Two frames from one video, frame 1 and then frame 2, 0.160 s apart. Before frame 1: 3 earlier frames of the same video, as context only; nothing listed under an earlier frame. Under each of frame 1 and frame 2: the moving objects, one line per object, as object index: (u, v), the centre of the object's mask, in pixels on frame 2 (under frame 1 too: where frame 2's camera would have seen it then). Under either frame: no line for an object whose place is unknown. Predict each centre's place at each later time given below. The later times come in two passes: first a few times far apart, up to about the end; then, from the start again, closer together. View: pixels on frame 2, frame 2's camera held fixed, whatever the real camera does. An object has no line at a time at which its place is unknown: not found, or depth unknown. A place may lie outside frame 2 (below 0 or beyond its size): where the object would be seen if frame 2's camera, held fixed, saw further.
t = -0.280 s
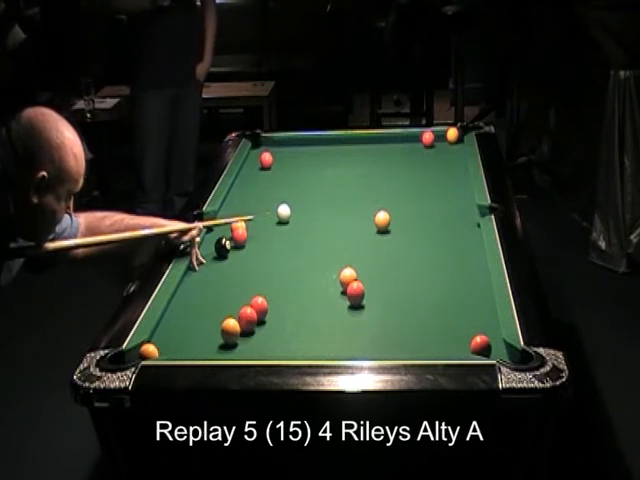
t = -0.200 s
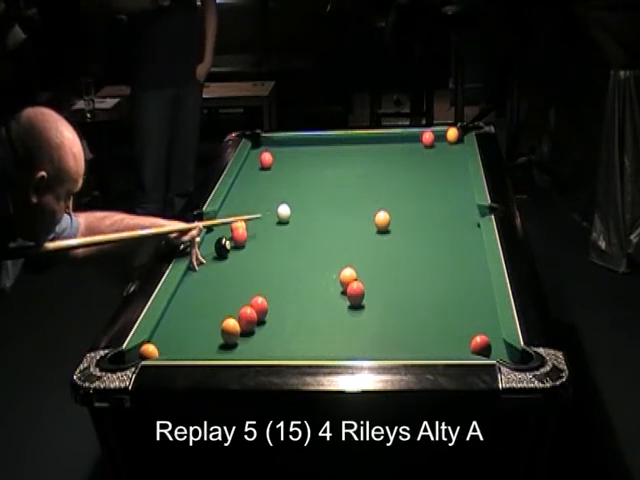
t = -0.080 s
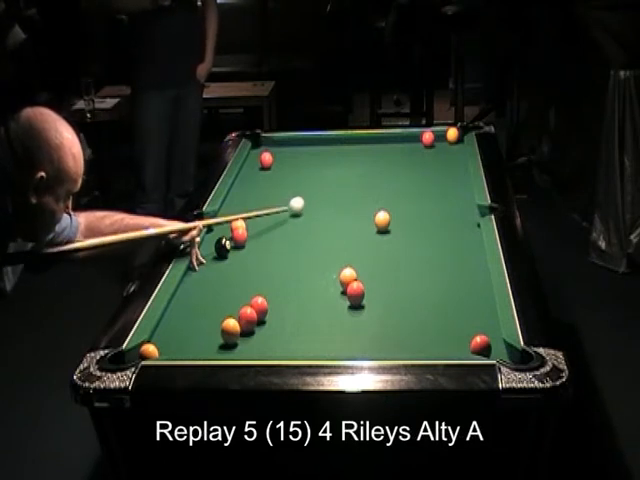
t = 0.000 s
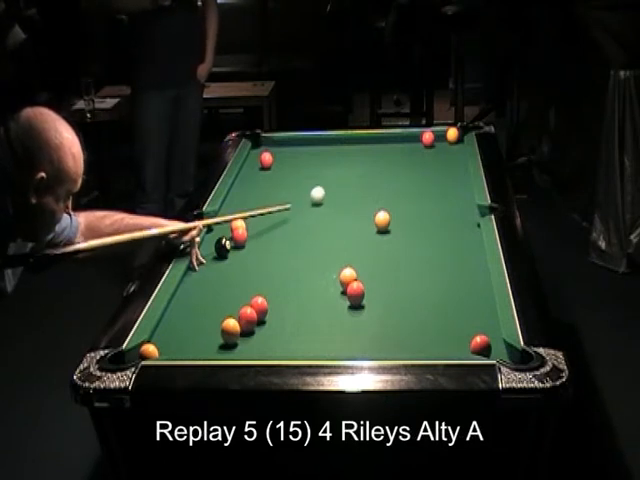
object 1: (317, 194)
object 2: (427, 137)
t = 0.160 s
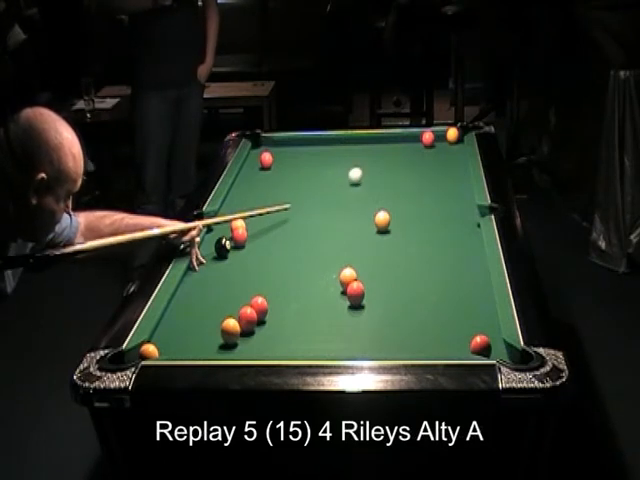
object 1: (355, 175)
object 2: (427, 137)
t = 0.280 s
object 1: (381, 162)
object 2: (427, 137)
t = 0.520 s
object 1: (419, 142)
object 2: (433, 134)
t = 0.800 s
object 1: (418, 137)
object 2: (456, 145)
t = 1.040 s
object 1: (421, 139)
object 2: (449, 154)
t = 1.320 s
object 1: (422, 143)
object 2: (436, 165)
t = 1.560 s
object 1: (424, 145)
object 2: (425, 175)
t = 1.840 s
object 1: (426, 148)
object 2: (413, 186)
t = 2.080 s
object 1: (426, 150)
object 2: (402, 196)
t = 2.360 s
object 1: (427, 151)
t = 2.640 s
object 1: (427, 152)
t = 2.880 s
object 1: (427, 152)
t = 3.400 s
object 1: (427, 152)
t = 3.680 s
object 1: (427, 153)
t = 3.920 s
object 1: (427, 153)
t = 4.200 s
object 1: (427, 153)
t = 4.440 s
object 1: (427, 153)
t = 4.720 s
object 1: (427, 153)
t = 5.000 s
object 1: (427, 153)
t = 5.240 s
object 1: (427, 153)
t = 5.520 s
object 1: (427, 153)
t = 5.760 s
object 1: (427, 153)
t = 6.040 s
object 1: (427, 153)
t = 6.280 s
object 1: (427, 153)
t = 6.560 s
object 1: (427, 153)
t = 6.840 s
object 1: (427, 153)
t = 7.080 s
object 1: (427, 153)
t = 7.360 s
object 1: (427, 153)
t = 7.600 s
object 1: (427, 153)
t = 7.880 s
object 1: (427, 153)
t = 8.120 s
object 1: (427, 153)
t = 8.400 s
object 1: (427, 153)
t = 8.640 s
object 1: (427, 153)
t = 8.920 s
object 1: (427, 153)
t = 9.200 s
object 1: (427, 153)
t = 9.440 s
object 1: (427, 153)
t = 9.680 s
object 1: (427, 153)
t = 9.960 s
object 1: (427, 153)
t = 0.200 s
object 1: (364, 170)
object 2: (427, 137)
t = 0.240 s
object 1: (372, 166)
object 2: (427, 137)
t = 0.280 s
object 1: (381, 162)
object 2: (427, 137)
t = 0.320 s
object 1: (389, 157)
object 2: (427, 137)
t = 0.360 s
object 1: (397, 153)
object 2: (427, 137)
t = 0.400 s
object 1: (404, 149)
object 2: (427, 137)
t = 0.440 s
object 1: (412, 145)
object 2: (427, 137)
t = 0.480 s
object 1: (418, 142)
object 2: (428, 137)
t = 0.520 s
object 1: (419, 142)
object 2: (433, 134)
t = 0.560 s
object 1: (418, 141)
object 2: (437, 135)
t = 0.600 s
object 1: (417, 140)
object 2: (440, 137)
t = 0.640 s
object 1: (417, 140)
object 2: (442, 139)
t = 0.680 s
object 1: (418, 139)
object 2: (446, 141)
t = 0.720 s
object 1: (418, 138)
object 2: (449, 143)
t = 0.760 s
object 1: (418, 138)
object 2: (453, 144)
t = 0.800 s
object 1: (418, 137)
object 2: (456, 145)
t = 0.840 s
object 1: (419, 137)
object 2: (458, 146)
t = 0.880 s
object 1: (419, 137)
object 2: (457, 148)
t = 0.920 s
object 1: (419, 138)
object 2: (455, 149)
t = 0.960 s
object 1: (420, 138)
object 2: (453, 150)
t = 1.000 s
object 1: (420, 139)
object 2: (451, 152)
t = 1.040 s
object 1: (421, 139)
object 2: (449, 154)
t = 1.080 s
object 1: (421, 140)
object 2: (448, 155)
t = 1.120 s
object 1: (421, 140)
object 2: (446, 157)
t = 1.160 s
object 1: (421, 141)
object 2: (444, 158)
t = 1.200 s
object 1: (422, 141)
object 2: (442, 160)
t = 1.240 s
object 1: (422, 142)
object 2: (440, 161)
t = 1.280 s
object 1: (422, 143)
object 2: (438, 164)
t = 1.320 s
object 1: (422, 143)
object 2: (436, 165)
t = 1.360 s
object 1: (423, 144)
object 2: (435, 167)
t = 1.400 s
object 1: (423, 144)
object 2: (433, 168)
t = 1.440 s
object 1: (423, 144)
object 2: (431, 170)
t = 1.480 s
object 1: (423, 145)
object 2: (429, 171)
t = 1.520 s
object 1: (424, 145)
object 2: (427, 173)
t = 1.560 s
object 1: (424, 145)
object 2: (425, 175)
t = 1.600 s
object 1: (424, 146)
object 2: (424, 177)
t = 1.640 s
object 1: (424, 146)
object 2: (422, 178)
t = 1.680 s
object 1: (425, 147)
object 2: (420, 180)
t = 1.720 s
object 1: (425, 147)
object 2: (418, 181)
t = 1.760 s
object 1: (425, 147)
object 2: (416, 183)
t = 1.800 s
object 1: (425, 147)
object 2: (414, 184)
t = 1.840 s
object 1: (426, 148)
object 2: (413, 186)
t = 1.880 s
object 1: (425, 148)
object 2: (411, 188)
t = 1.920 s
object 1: (426, 149)
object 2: (409, 189)
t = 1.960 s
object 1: (426, 149)
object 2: (407, 191)
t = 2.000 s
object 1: (426, 149)
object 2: (405, 193)
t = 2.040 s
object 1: (426, 149)
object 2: (403, 194)
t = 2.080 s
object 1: (426, 150)
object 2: (402, 196)
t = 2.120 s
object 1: (426, 150)
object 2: (400, 198)
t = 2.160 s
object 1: (427, 150)
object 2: (398, 199)
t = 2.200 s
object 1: (427, 150)
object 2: (396, 201)
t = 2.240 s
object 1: (427, 151)
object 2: (395, 203)
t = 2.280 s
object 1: (427, 151)
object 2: (393, 204)
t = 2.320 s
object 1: (427, 151)
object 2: (392, 206)
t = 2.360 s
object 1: (427, 151)
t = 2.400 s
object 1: (427, 151)
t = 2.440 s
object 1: (427, 151)
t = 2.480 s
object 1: (427, 152)
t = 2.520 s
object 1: (427, 152)
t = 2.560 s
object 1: (427, 152)
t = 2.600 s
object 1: (427, 152)
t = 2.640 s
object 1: (427, 152)
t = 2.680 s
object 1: (427, 152)
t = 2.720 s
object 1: (427, 152)
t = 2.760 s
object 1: (427, 152)
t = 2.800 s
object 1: (427, 152)
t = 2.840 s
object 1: (427, 152)
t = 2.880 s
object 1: (427, 152)
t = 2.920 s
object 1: (427, 152)
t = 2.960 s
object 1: (427, 153)
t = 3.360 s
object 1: (427, 152)
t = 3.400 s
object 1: (427, 152)
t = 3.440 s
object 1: (427, 153)
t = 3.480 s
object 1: (427, 152)
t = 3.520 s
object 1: (427, 153)
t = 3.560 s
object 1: (427, 153)
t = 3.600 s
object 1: (427, 153)
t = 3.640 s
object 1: (427, 153)
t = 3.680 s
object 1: (427, 153)
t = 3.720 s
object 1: (427, 153)
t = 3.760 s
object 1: (427, 153)
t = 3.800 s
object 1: (427, 152)
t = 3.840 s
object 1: (427, 153)
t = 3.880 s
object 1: (427, 153)
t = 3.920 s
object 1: (427, 153)
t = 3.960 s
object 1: (427, 153)
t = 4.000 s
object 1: (427, 153)
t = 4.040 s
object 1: (427, 153)
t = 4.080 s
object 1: (427, 153)
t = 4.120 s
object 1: (427, 153)
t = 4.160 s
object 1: (427, 153)
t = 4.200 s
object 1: (427, 153)
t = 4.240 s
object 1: (427, 153)
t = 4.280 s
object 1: (427, 153)
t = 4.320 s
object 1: (427, 153)
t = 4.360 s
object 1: (427, 153)
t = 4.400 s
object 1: (427, 153)
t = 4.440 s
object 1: (427, 153)
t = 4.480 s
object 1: (427, 153)
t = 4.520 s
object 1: (427, 153)
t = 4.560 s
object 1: (427, 153)
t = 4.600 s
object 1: (427, 153)
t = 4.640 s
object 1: (427, 153)
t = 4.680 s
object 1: (427, 153)
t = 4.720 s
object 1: (427, 153)
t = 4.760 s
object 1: (427, 153)
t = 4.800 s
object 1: (427, 153)
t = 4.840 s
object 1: (427, 153)
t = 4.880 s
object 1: (427, 153)
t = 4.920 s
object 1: (427, 153)
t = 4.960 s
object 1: (427, 153)
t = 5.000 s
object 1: (427, 153)
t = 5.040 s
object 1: (427, 153)
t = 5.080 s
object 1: (427, 153)
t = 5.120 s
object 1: (427, 153)
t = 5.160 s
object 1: (427, 153)
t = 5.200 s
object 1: (427, 153)
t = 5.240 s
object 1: (427, 153)
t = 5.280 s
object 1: (427, 153)
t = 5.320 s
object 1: (427, 153)
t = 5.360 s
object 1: (427, 153)
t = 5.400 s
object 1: (427, 153)
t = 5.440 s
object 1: (427, 153)
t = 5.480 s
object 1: (427, 153)
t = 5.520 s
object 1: (427, 153)
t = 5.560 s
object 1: (427, 153)
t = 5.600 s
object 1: (427, 153)
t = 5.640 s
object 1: (427, 153)
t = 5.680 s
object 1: (427, 153)
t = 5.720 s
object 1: (427, 153)
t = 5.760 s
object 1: (427, 153)
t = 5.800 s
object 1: (427, 153)
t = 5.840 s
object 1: (427, 153)
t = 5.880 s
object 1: (427, 153)
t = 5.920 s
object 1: (427, 153)
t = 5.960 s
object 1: (427, 153)
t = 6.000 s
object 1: (427, 153)
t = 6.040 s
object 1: (427, 153)
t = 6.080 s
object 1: (427, 153)
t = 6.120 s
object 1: (427, 153)
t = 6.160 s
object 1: (427, 153)
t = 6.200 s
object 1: (427, 153)
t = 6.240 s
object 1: (427, 153)
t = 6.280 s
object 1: (427, 153)
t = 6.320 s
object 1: (427, 153)
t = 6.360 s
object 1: (427, 153)
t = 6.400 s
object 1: (427, 153)
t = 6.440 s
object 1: (427, 153)
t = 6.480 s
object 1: (427, 153)
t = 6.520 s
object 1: (427, 153)
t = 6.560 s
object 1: (427, 153)
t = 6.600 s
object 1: (427, 153)
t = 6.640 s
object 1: (427, 153)
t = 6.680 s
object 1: (427, 153)
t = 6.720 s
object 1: (427, 153)
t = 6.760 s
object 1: (427, 153)
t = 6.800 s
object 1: (427, 153)
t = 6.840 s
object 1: (427, 153)
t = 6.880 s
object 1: (427, 153)
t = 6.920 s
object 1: (427, 153)
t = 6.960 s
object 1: (427, 153)
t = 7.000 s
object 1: (427, 153)
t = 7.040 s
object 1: (427, 153)
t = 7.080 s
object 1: (427, 153)
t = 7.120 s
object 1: (427, 153)
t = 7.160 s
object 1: (427, 153)
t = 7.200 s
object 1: (427, 153)
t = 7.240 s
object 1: (427, 153)
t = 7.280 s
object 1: (427, 153)
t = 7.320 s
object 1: (427, 153)
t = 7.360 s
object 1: (427, 153)
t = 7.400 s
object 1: (427, 153)
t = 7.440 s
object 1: (427, 153)
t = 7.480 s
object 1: (427, 153)
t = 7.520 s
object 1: (427, 153)
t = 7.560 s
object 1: (427, 153)
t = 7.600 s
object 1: (427, 153)
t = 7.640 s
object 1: (427, 153)
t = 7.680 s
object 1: (427, 153)
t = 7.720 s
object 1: (427, 153)
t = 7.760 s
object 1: (427, 153)
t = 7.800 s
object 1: (427, 153)
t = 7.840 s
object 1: (427, 153)
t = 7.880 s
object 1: (427, 153)
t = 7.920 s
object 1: (427, 153)
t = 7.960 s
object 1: (427, 153)
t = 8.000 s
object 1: (427, 153)
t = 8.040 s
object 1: (427, 153)
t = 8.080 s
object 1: (427, 153)
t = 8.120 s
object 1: (427, 153)
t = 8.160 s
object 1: (427, 153)
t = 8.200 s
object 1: (427, 153)
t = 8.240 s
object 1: (427, 153)
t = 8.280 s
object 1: (427, 153)
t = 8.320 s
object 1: (427, 153)
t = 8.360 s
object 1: (427, 153)
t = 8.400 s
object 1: (427, 153)
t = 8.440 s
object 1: (427, 153)
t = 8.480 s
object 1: (427, 153)
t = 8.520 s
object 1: (427, 153)
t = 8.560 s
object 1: (427, 153)
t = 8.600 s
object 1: (427, 153)
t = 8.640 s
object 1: (427, 153)
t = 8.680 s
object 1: (427, 153)
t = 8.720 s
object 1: (427, 153)
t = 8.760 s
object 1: (427, 153)
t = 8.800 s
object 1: (427, 153)
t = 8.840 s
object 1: (427, 153)
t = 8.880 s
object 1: (427, 153)
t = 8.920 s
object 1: (427, 153)
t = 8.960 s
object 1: (427, 153)
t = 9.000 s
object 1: (427, 153)
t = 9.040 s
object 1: (427, 153)
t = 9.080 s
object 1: (427, 153)
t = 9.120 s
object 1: (427, 153)
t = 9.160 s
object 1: (427, 153)
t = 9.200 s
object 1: (427, 153)
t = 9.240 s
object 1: (427, 153)
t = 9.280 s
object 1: (427, 153)
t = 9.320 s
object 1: (427, 153)
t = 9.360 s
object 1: (427, 153)
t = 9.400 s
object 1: (427, 153)
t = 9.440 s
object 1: (427, 153)
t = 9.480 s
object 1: (427, 153)
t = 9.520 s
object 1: (427, 153)
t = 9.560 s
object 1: (427, 153)
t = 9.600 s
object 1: (427, 153)
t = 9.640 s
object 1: (427, 153)
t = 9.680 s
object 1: (427, 153)
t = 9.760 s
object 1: (427, 153)
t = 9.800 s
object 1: (427, 153)
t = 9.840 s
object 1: (427, 153)
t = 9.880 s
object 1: (427, 153)
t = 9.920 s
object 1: (427, 153)
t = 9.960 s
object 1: (427, 153)
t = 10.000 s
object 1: (427, 153)
